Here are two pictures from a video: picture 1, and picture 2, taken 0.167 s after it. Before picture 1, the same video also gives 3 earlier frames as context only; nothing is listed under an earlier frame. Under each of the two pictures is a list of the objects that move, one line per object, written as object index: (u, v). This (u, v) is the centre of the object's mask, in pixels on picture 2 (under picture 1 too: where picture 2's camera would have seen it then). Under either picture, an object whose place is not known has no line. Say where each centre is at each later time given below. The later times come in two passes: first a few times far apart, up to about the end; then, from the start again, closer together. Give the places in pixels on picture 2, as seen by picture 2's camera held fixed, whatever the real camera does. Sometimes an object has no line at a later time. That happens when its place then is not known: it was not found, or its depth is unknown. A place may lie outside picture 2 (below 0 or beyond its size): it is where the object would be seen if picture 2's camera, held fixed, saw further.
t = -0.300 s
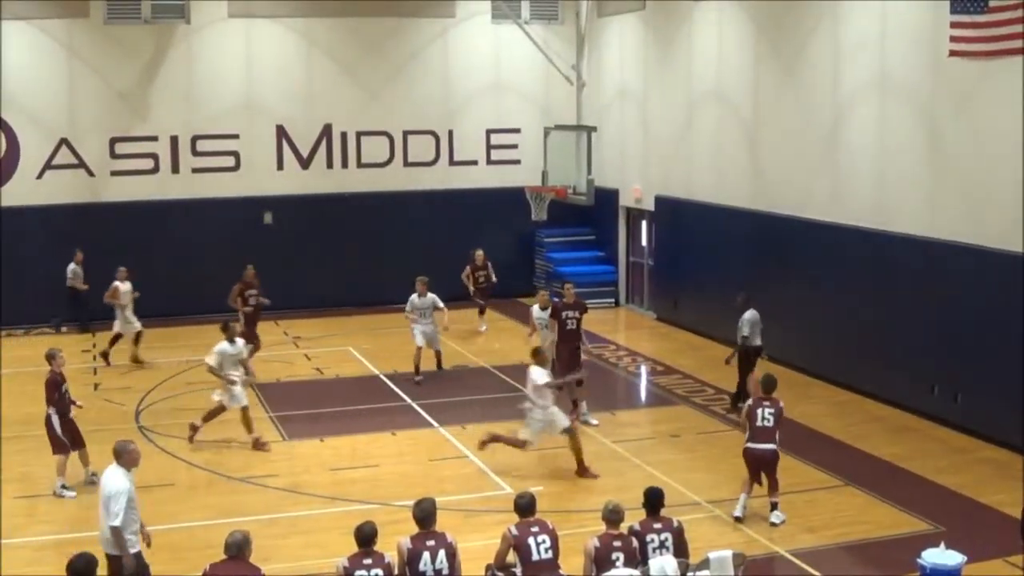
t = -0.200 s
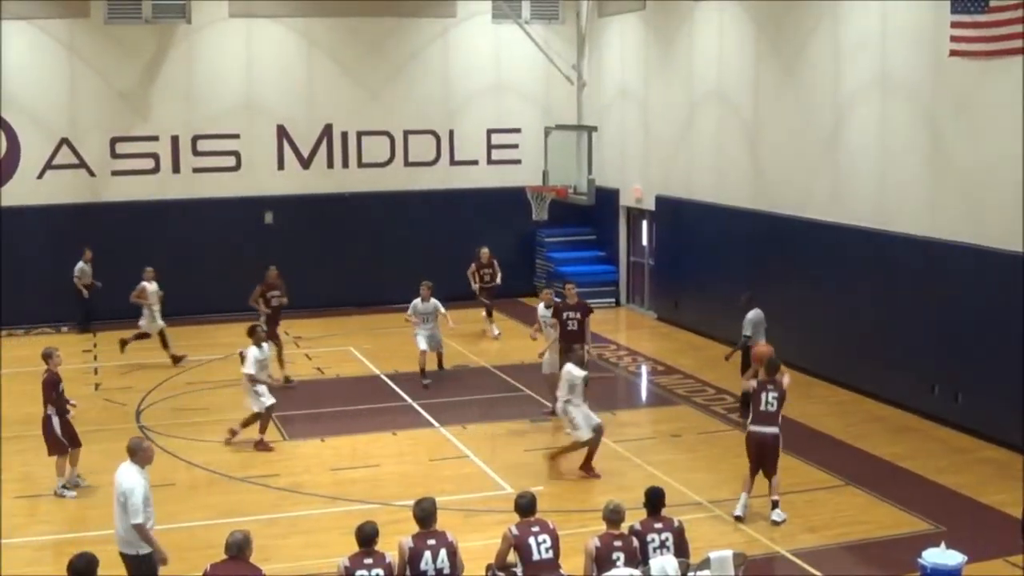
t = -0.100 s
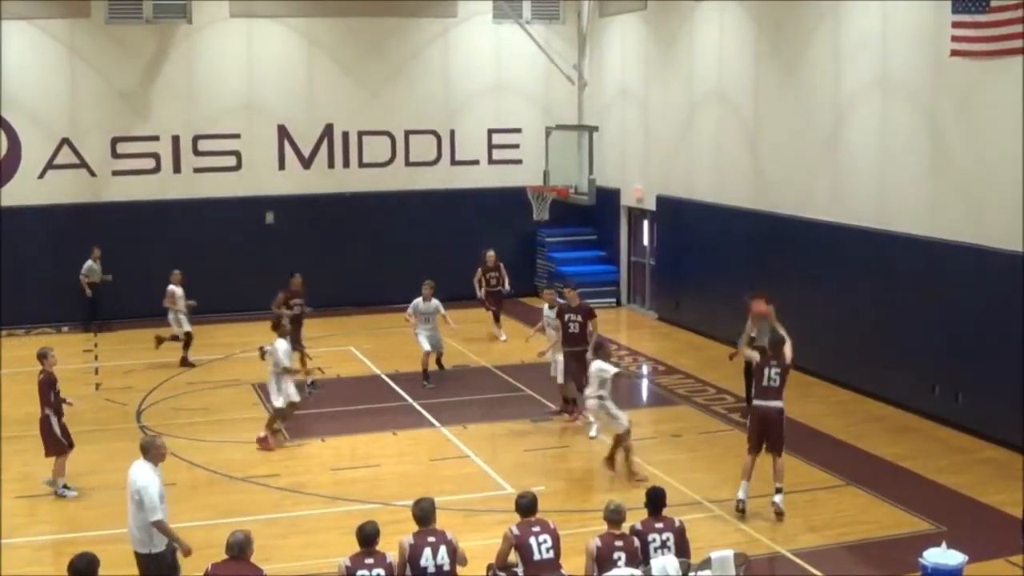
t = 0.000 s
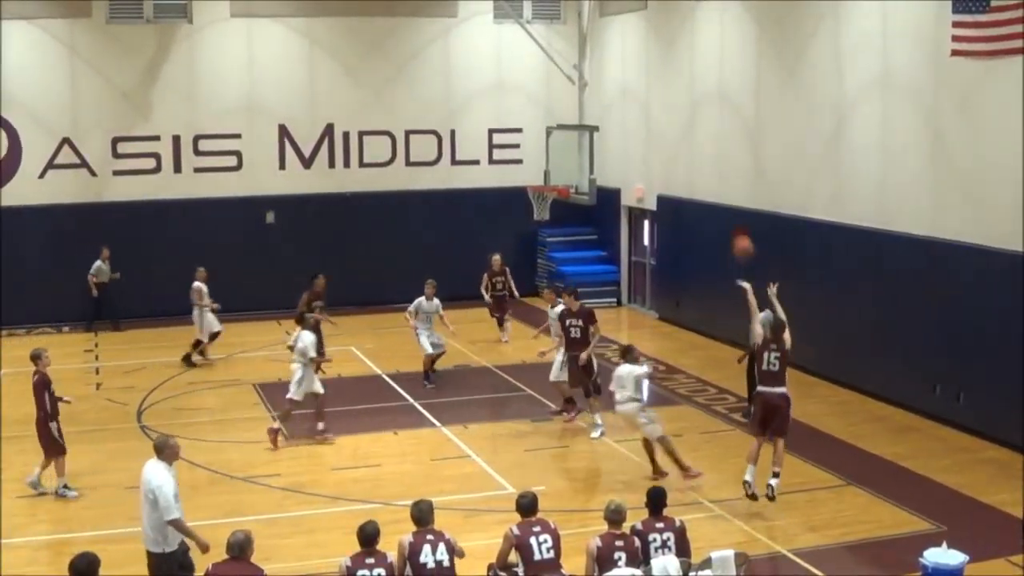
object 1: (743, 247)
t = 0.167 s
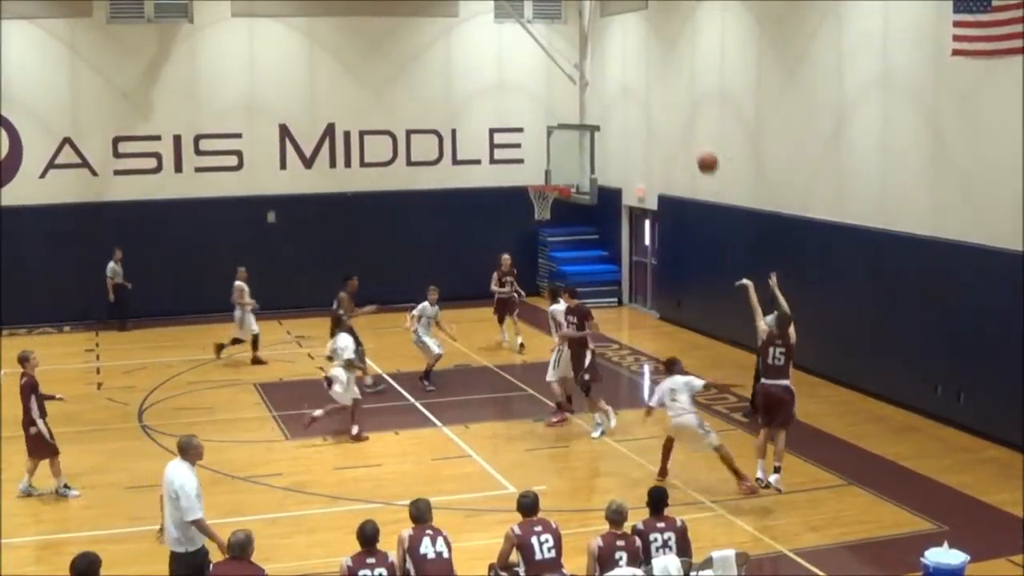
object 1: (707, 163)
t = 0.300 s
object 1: (681, 117)
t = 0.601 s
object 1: (628, 76)
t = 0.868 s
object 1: (589, 96)
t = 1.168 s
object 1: (553, 171)
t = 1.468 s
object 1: (516, 126)
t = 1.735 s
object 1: (479, 111)
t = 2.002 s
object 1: (442, 146)
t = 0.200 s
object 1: (700, 150)
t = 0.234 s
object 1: (694, 138)
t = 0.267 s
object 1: (687, 127)
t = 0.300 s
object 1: (681, 117)
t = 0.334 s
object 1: (675, 109)
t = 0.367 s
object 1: (668, 101)
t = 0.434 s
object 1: (656, 89)
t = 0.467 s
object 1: (651, 85)
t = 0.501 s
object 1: (645, 81)
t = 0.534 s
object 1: (639, 79)
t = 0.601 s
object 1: (628, 76)
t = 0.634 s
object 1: (623, 76)
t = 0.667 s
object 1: (618, 76)
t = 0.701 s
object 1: (613, 78)
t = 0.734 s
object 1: (608, 80)
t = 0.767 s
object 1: (603, 83)
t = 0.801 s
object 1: (599, 86)
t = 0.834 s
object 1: (594, 91)
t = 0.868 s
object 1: (589, 96)
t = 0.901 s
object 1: (586, 102)
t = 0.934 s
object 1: (581, 109)
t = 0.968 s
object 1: (576, 116)
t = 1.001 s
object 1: (572, 123)
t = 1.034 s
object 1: (567, 131)
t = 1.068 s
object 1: (564, 140)
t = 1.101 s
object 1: (560, 149)
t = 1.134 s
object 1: (556, 160)
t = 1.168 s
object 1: (553, 171)
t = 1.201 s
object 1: (549, 180)
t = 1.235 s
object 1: (545, 175)
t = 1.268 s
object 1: (541, 166)
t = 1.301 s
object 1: (537, 157)
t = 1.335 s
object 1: (533, 150)
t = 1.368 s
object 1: (528, 143)
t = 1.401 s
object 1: (524, 136)
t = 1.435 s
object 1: (520, 131)
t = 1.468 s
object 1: (516, 126)
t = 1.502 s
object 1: (511, 121)
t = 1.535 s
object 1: (507, 118)
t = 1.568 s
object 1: (502, 115)
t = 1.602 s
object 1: (497, 113)
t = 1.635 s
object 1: (493, 111)
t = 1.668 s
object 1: (488, 110)
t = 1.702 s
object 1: (484, 111)
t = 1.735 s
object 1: (479, 111)
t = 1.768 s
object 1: (475, 113)
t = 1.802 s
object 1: (470, 116)
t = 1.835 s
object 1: (466, 119)
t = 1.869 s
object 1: (461, 123)
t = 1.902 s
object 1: (456, 127)
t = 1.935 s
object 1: (452, 133)
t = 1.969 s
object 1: (447, 140)
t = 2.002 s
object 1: (442, 146)
